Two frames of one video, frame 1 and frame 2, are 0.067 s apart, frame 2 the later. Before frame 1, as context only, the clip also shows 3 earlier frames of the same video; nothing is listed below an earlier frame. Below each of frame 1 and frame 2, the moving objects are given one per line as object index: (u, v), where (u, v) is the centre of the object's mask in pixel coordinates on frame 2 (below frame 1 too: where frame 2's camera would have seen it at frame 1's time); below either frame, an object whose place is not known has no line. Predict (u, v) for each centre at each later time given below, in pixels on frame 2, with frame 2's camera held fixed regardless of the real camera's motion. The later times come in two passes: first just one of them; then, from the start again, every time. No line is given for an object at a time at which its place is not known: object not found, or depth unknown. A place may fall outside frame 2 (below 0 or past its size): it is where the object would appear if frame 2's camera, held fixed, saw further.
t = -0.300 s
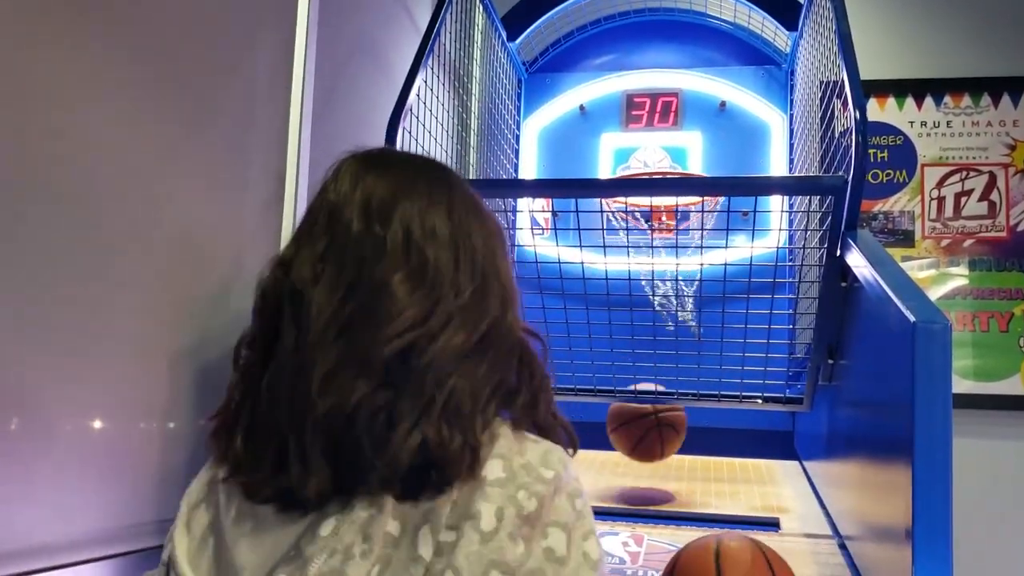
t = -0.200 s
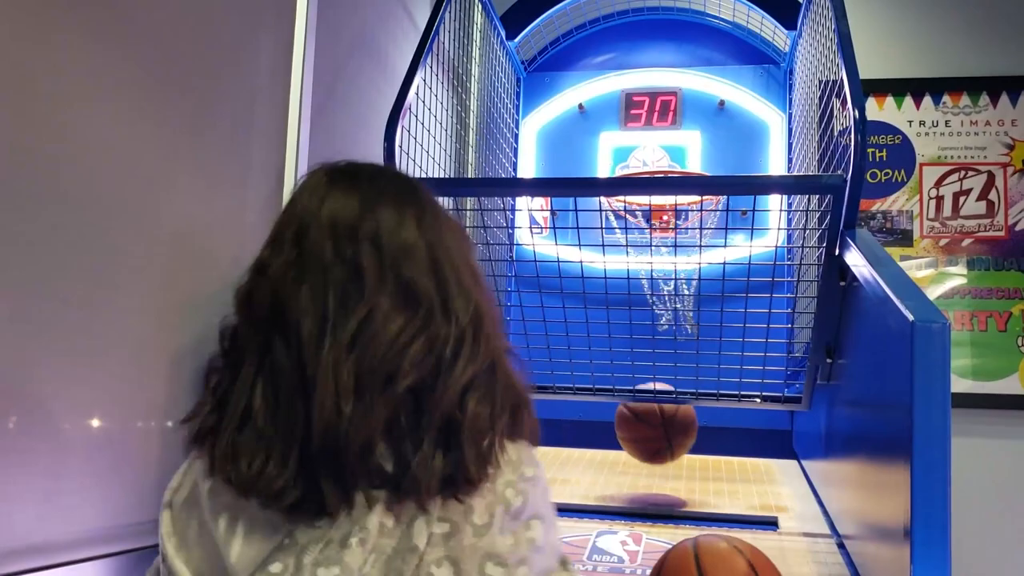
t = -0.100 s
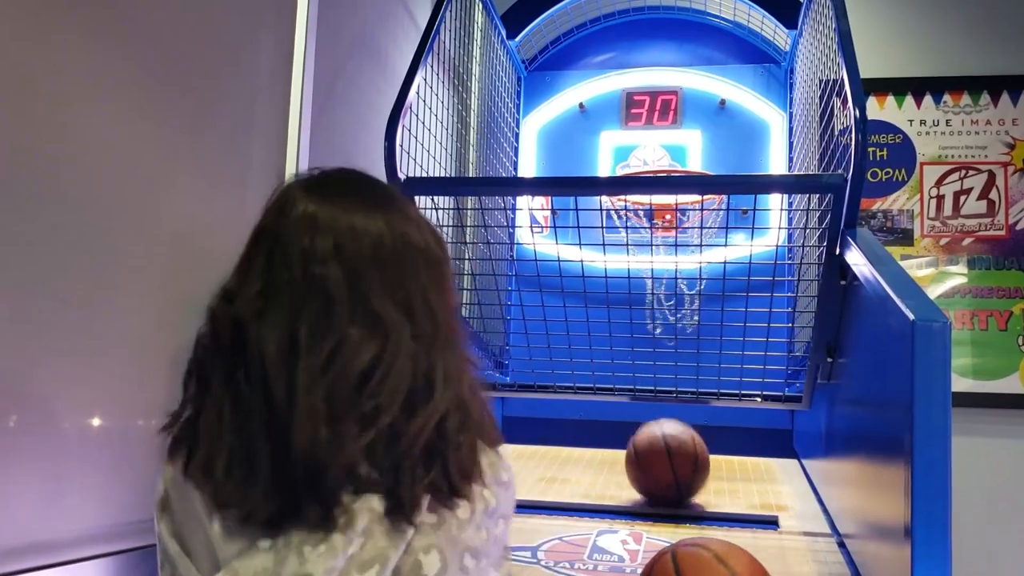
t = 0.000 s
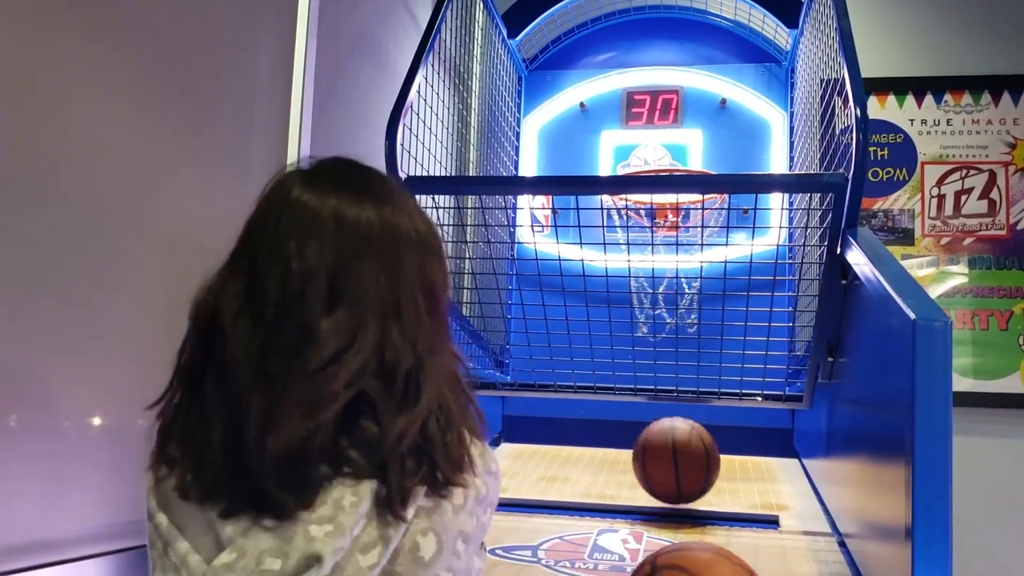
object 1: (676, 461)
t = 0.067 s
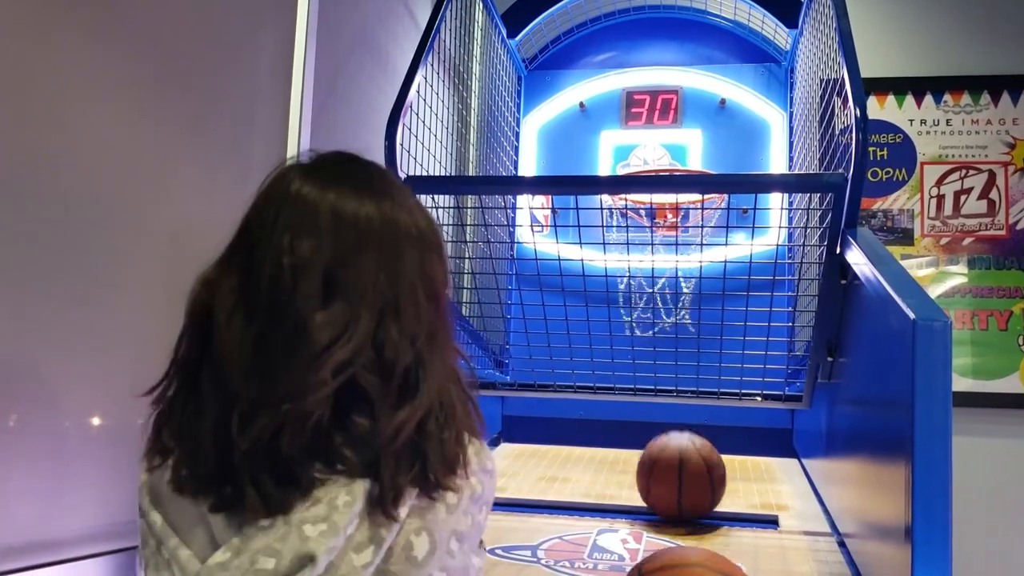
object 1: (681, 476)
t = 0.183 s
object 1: (690, 478)
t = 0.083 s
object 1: (683, 478)
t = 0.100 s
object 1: (684, 476)
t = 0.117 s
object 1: (685, 475)
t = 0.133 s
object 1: (686, 474)
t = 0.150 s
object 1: (687, 474)
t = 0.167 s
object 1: (689, 476)
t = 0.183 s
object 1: (690, 478)
